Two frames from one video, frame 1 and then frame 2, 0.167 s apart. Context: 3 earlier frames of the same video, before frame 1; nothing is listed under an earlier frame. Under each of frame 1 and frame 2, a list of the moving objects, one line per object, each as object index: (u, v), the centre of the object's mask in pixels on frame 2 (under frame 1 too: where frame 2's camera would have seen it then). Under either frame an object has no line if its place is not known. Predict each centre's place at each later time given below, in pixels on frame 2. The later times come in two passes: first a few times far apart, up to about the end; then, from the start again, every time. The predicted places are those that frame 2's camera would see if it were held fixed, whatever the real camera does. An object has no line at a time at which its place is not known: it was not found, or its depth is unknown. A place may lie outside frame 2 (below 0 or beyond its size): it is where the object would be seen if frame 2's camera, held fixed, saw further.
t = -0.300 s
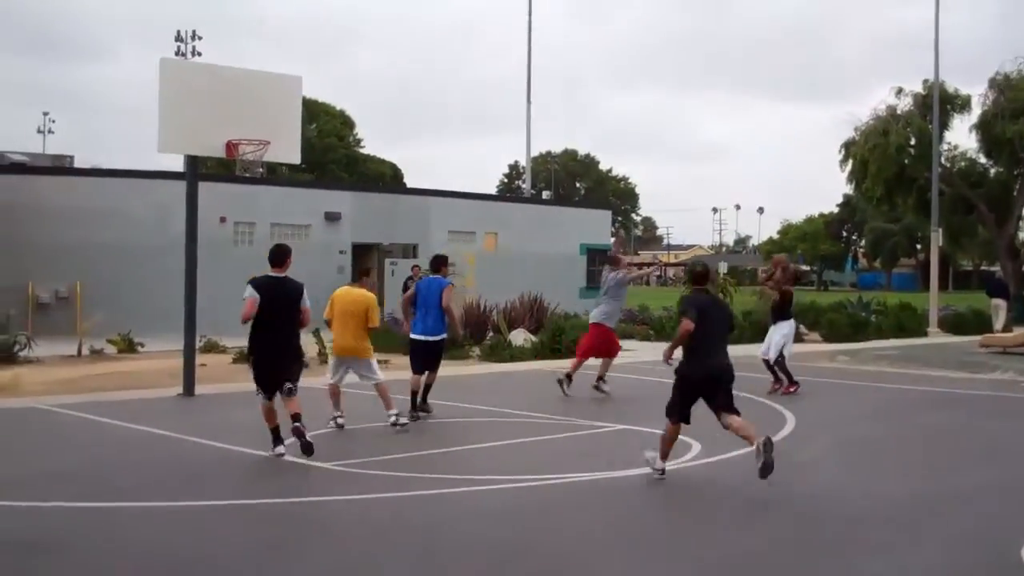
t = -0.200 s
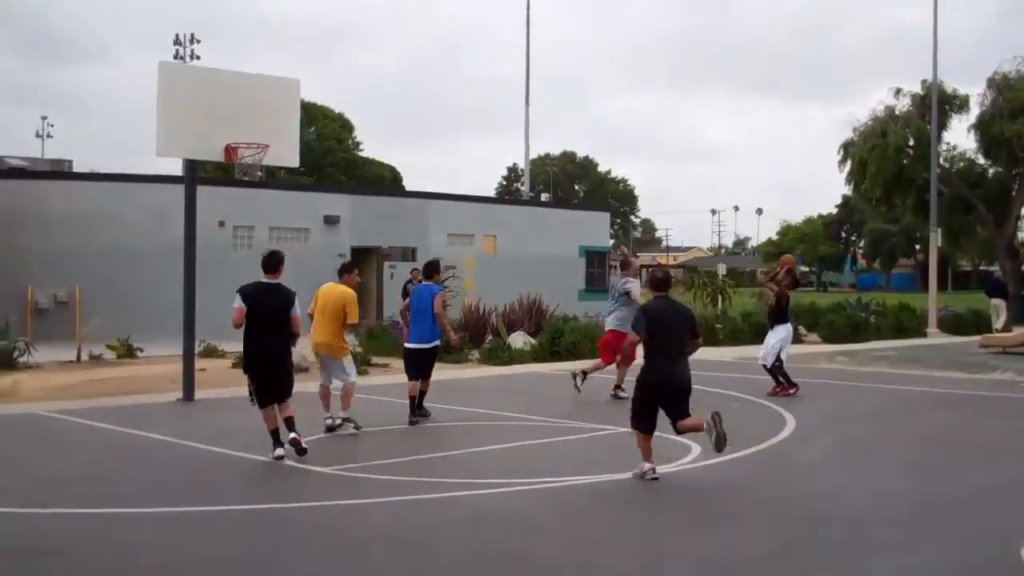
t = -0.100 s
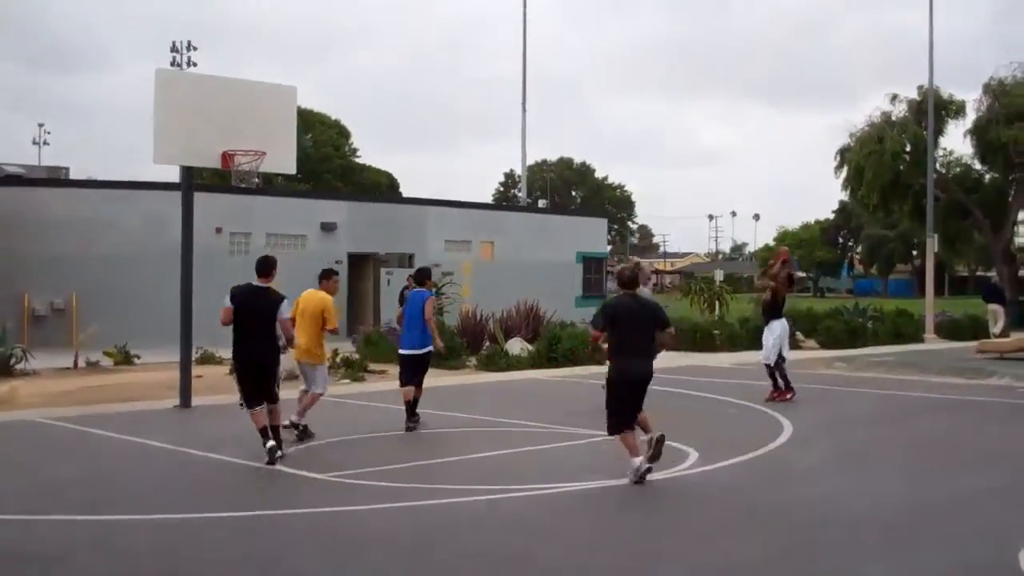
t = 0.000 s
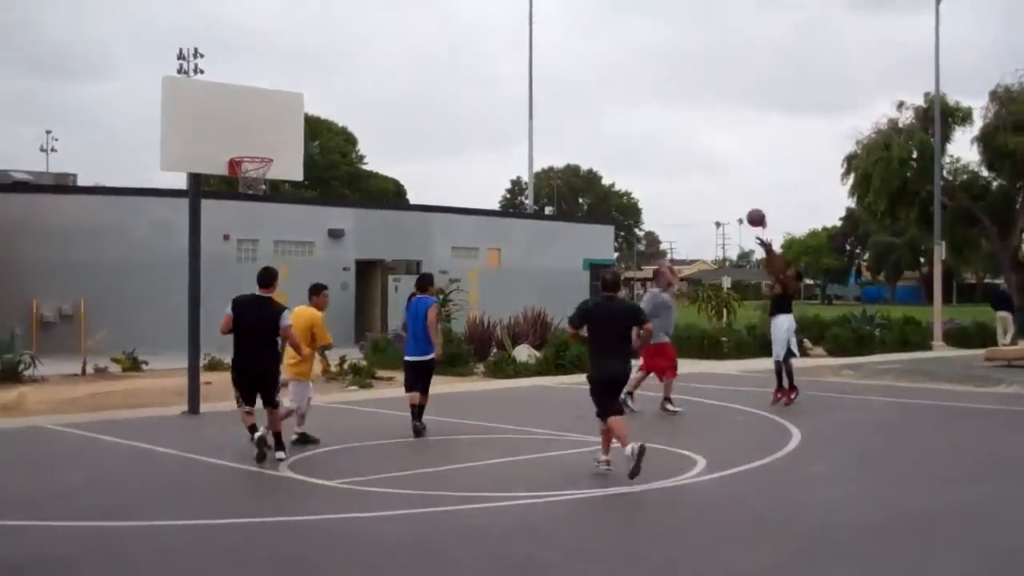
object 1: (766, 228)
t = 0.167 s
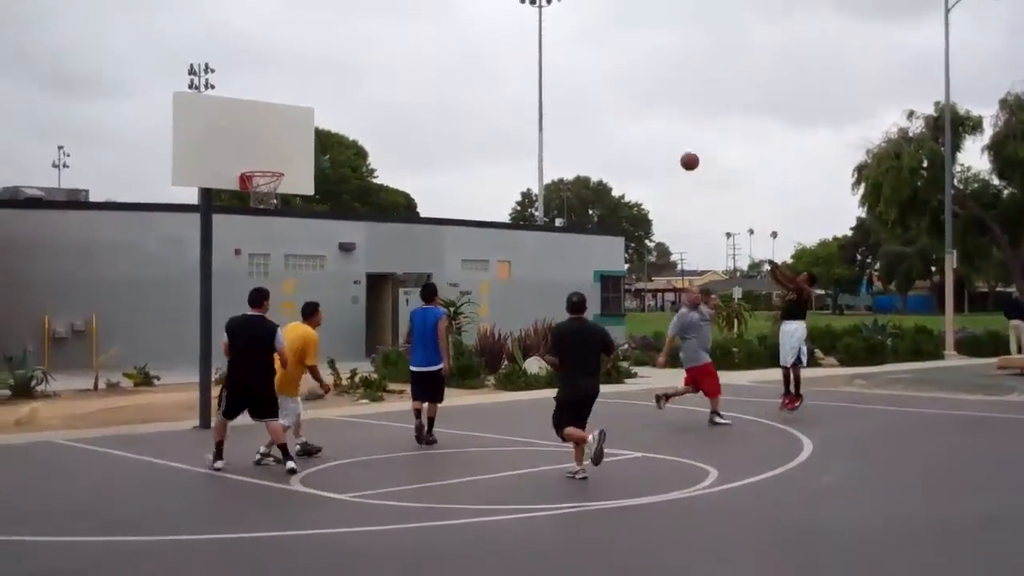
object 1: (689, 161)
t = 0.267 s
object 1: (642, 130)
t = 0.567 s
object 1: (503, 83)
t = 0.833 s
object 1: (378, 103)
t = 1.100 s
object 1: (264, 151)
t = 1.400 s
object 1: (278, 109)
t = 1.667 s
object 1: (291, 136)
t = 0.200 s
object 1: (674, 150)
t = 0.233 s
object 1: (658, 140)
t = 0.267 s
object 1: (642, 130)
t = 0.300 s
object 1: (626, 122)
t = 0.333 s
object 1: (611, 114)
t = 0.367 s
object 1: (594, 107)
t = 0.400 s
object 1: (578, 101)
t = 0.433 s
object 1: (566, 96)
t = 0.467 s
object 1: (550, 92)
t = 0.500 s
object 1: (533, 89)
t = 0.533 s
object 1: (518, 86)
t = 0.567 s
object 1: (503, 83)
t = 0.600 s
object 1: (486, 82)
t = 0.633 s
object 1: (472, 83)
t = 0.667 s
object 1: (458, 84)
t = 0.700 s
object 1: (441, 85)
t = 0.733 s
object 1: (427, 89)
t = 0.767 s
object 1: (410, 93)
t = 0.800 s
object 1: (394, 97)
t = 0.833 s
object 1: (378, 103)
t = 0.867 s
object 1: (363, 111)
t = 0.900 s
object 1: (346, 118)
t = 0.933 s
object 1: (331, 127)
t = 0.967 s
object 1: (315, 136)
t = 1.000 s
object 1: (296, 147)
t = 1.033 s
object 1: (281, 159)
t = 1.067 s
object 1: (269, 160)
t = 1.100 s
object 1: (264, 151)
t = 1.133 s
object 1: (266, 143)
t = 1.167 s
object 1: (267, 135)
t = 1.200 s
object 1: (269, 128)
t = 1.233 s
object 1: (270, 124)
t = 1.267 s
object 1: (272, 119)
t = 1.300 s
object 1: (274, 115)
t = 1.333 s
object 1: (275, 111)
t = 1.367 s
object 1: (277, 109)
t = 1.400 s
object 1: (278, 109)
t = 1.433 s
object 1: (280, 108)
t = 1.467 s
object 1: (282, 109)
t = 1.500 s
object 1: (283, 111)
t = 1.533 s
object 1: (285, 114)
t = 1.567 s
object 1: (286, 117)
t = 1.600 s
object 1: (288, 122)
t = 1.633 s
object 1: (289, 128)
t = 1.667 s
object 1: (291, 136)
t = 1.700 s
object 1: (292, 143)
